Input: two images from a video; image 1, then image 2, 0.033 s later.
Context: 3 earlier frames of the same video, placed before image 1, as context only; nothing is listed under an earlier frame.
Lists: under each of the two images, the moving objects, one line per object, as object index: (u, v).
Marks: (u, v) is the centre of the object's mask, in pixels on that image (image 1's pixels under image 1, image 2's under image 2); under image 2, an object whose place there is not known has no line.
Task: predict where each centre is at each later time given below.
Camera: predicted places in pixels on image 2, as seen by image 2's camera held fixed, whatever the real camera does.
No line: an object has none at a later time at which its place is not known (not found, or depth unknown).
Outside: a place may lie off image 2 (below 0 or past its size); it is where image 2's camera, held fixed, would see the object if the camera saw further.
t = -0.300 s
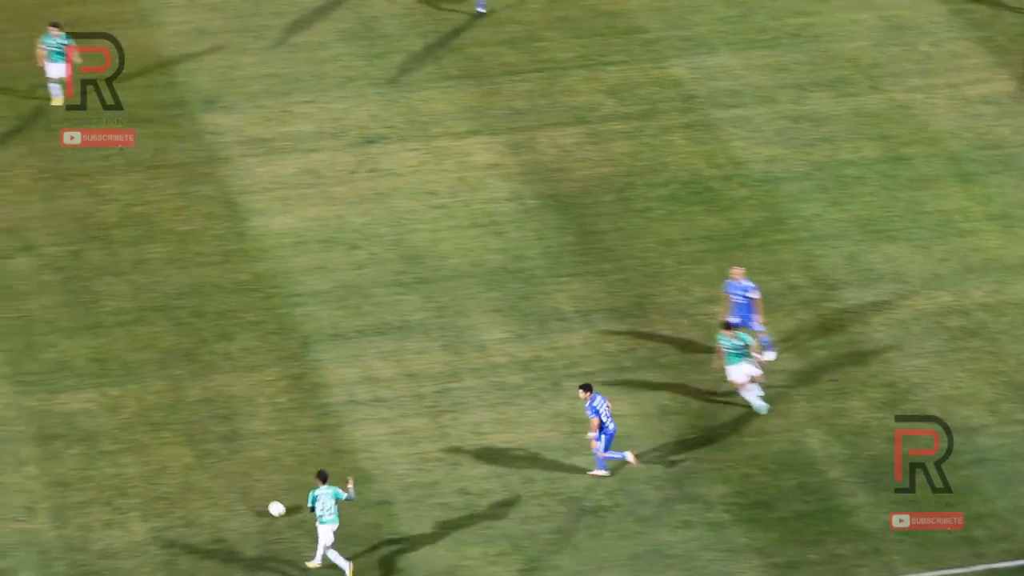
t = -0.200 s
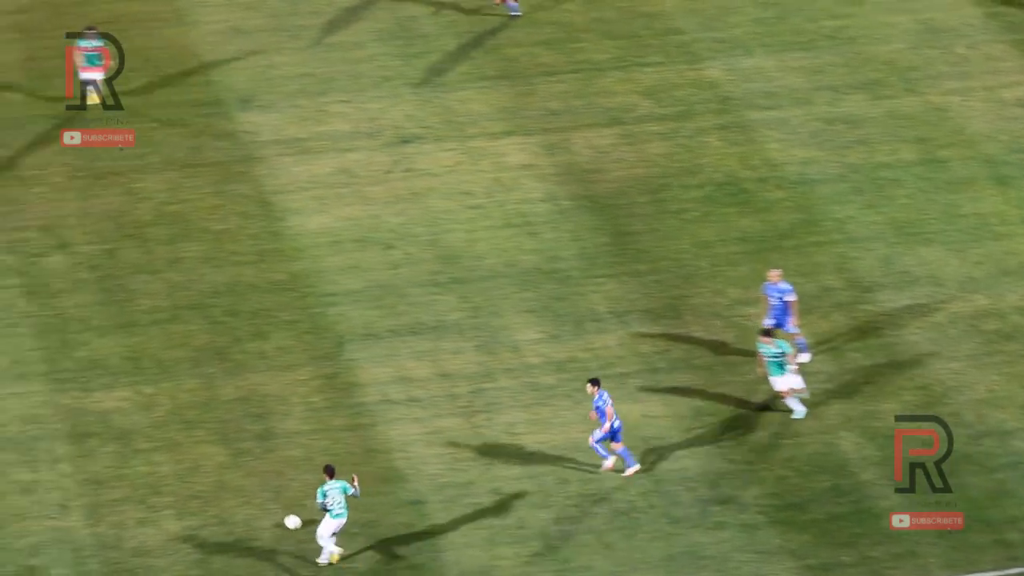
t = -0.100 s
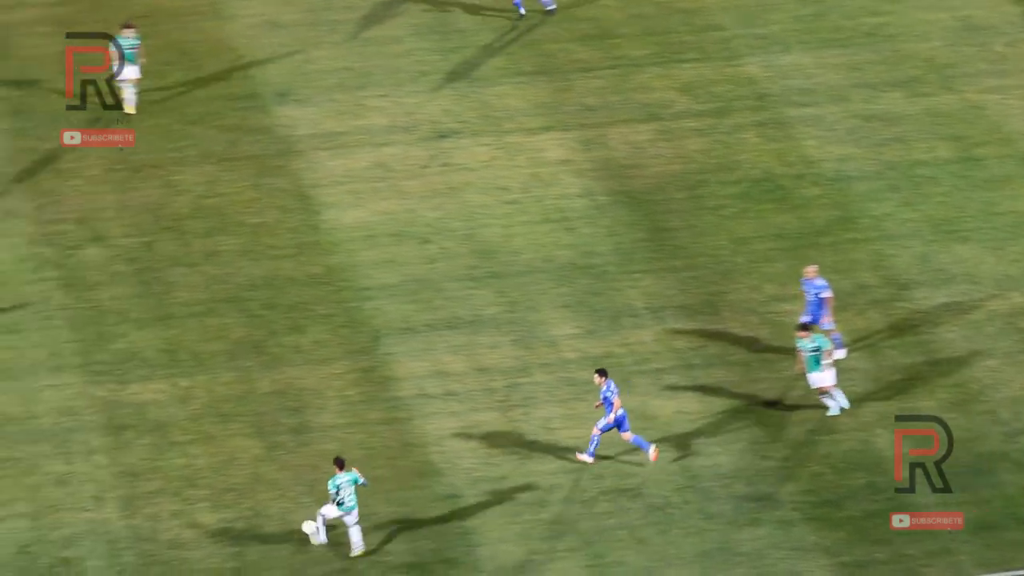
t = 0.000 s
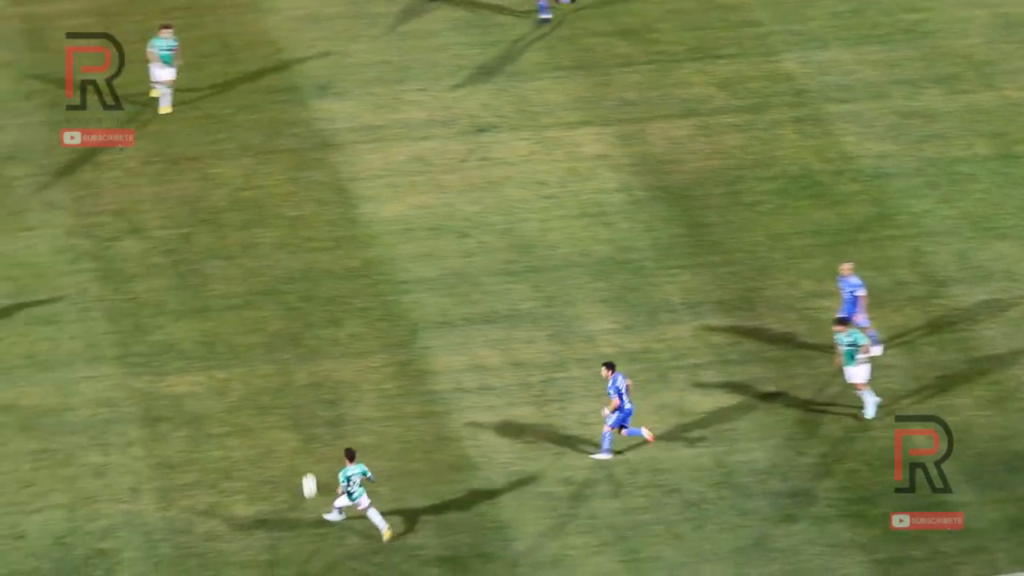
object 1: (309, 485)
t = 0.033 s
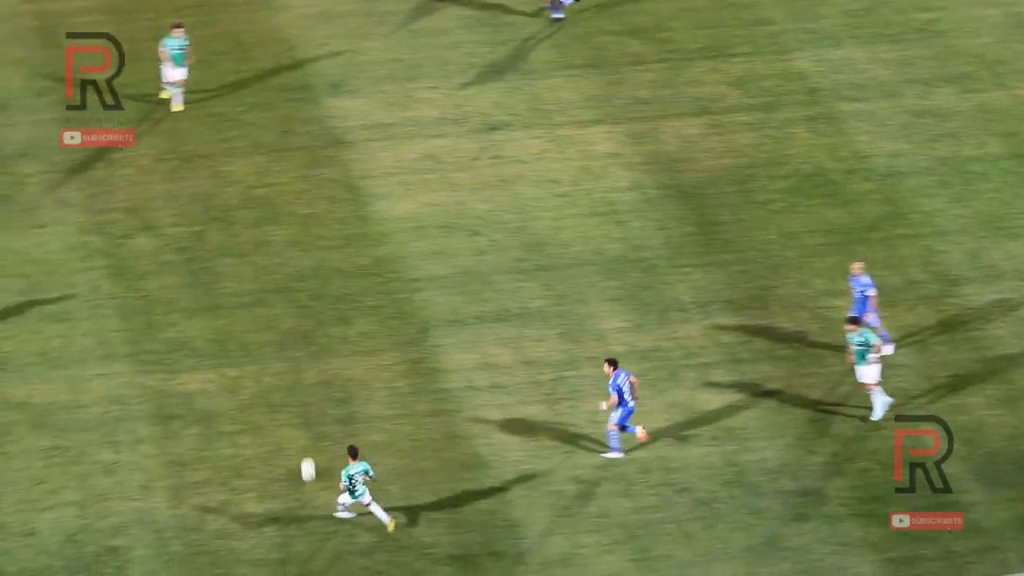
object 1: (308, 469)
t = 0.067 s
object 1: (295, 456)
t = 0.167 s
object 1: (257, 419)
